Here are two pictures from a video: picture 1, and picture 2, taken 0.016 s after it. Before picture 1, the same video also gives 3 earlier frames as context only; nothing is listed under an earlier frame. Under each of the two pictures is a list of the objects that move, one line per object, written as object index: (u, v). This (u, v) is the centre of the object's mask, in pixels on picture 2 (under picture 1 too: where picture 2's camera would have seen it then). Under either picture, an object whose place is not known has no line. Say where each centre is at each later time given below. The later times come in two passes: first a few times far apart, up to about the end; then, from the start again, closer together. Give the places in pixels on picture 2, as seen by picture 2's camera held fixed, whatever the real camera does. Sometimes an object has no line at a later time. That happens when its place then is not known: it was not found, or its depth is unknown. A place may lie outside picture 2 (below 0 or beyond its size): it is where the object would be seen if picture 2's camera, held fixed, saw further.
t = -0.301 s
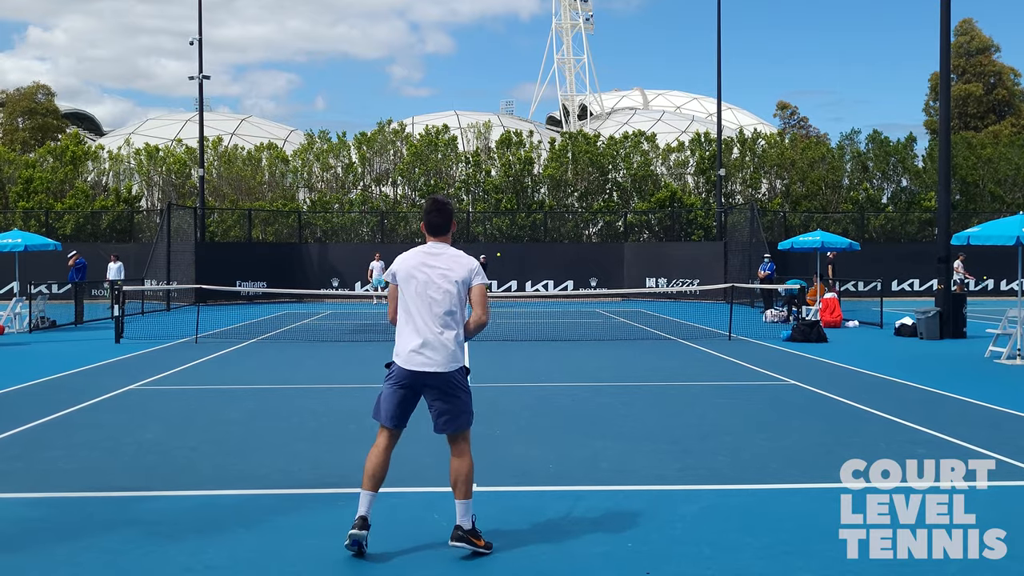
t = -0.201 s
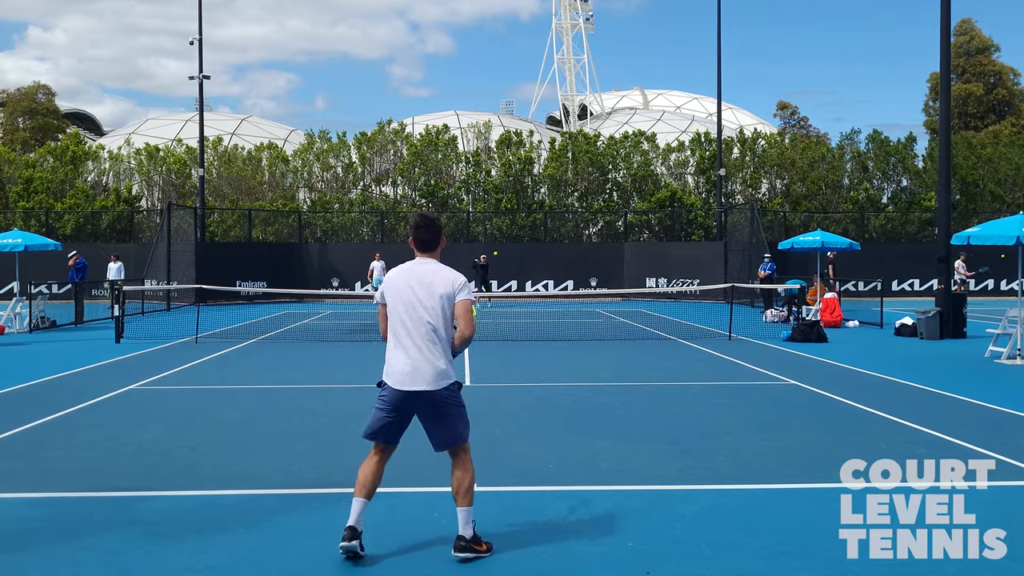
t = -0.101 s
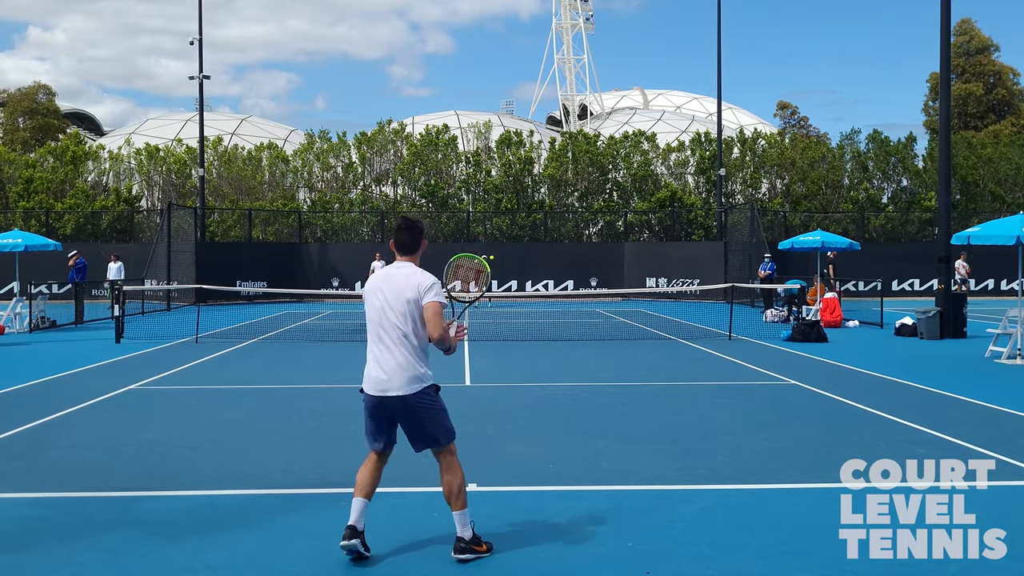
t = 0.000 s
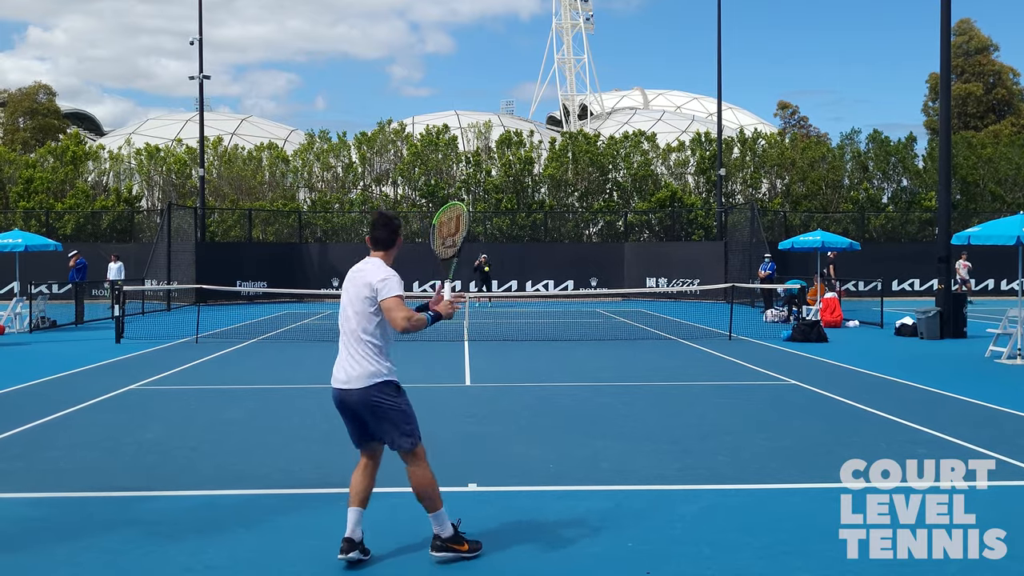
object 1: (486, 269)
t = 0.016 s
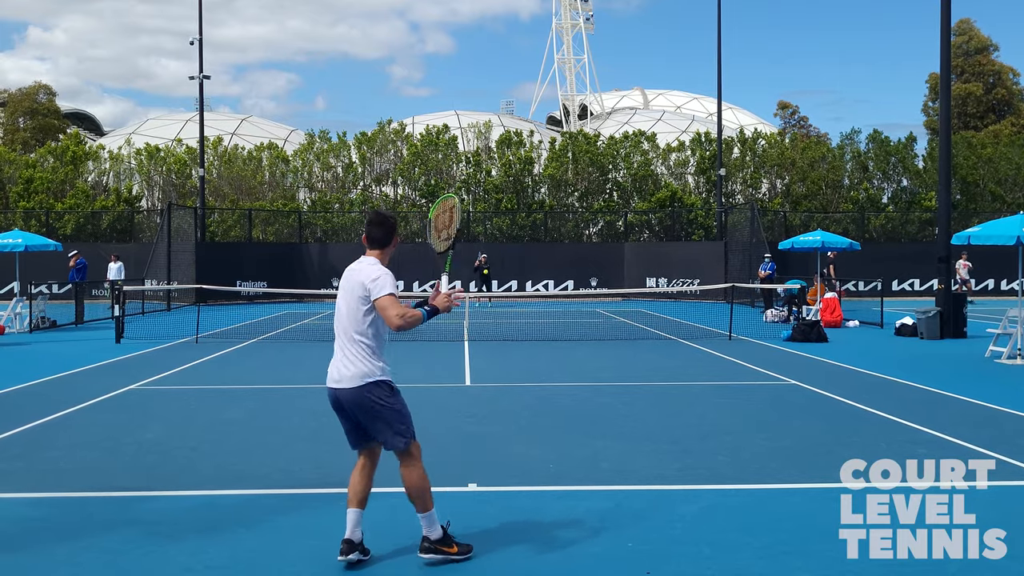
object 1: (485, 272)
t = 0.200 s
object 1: (471, 326)
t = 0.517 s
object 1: (422, 379)
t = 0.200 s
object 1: (471, 326)
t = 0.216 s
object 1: (469, 333)
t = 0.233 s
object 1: (467, 341)
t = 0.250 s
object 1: (466, 351)
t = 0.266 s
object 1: (463, 361)
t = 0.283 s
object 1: (461, 371)
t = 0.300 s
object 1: (459, 382)
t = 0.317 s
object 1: (457, 395)
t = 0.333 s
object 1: (454, 409)
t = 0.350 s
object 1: (452, 412)
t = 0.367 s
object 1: (449, 408)
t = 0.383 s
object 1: (447, 404)
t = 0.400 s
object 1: (445, 400)
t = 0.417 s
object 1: (442, 396)
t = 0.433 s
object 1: (439, 392)
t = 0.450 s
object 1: (436, 389)
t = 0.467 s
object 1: (433, 386)
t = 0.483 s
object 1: (430, 383)
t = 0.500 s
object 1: (426, 381)
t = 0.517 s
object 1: (422, 379)
